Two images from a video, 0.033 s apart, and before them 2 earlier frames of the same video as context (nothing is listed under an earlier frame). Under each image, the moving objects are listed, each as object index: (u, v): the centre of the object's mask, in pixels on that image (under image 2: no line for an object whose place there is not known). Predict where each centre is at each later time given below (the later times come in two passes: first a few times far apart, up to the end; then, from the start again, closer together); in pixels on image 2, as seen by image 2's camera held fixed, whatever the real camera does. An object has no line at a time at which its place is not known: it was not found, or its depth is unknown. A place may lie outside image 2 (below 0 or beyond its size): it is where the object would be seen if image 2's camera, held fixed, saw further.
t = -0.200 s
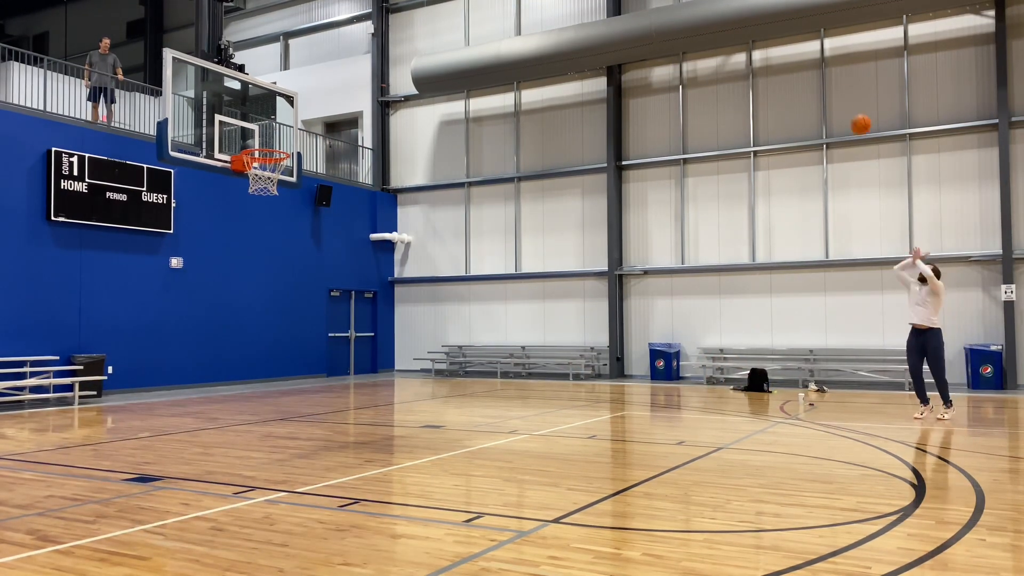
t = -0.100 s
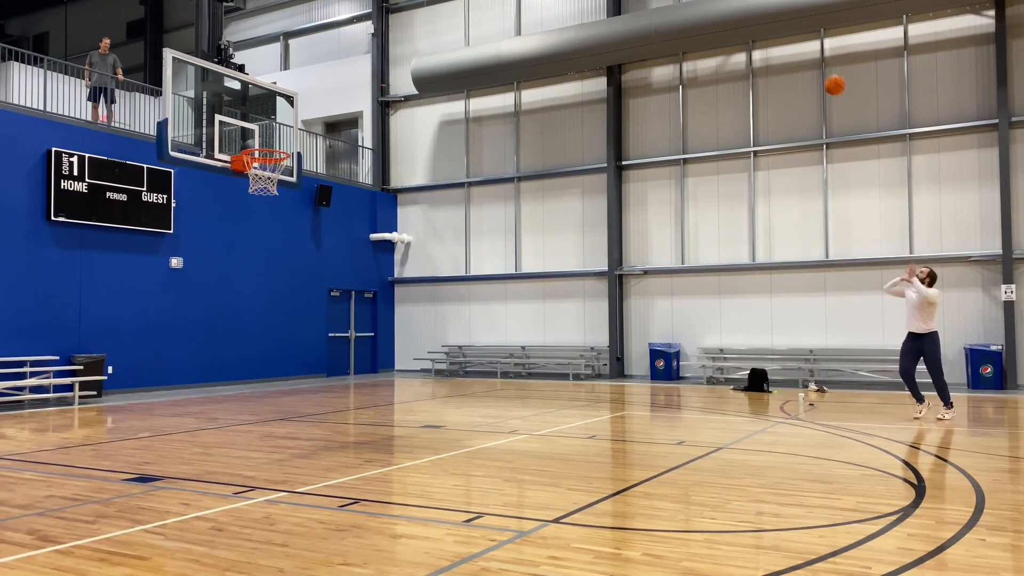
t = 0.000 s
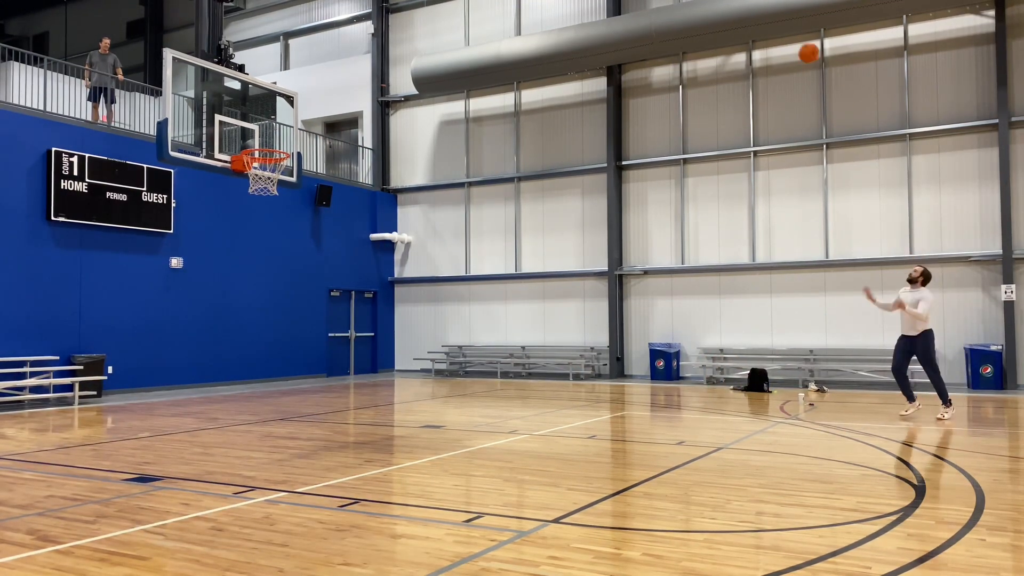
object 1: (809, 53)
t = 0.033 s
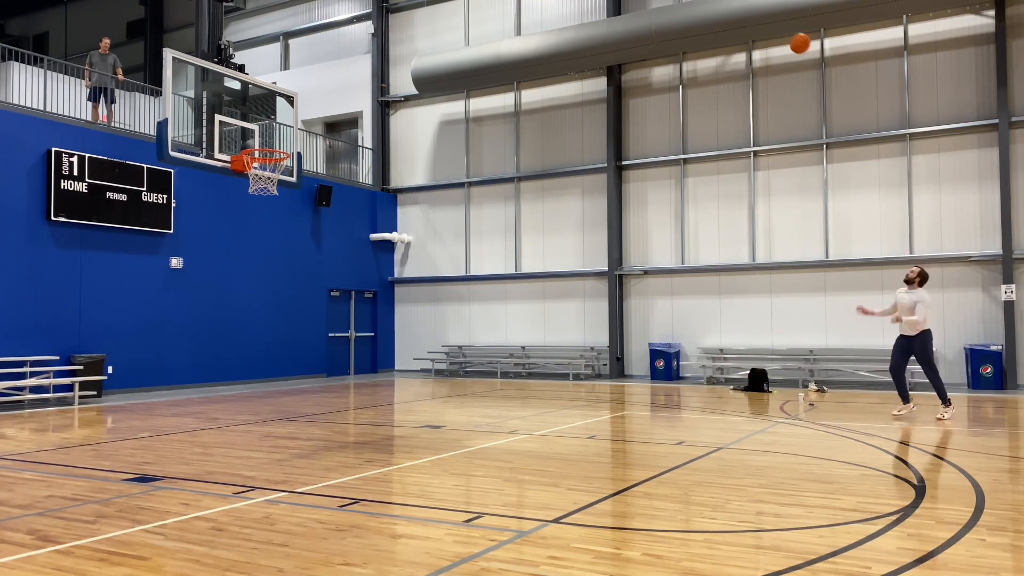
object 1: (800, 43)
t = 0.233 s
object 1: (748, 8)
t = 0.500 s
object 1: (677, 6)
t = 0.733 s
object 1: (614, 49)
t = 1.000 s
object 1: (539, 160)
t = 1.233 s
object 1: (473, 308)
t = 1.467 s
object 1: (424, 370)
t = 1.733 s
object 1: (403, 237)
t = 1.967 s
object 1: (384, 172)
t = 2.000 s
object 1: (381, 166)
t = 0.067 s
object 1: (791, 35)
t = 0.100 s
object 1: (783, 27)
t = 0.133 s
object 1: (774, 21)
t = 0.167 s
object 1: (766, 15)
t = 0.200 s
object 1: (757, 10)
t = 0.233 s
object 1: (748, 8)
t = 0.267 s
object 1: (739, 6)
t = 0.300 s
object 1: (730, 5)
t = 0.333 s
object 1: (721, 4)
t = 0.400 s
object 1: (704, 4)
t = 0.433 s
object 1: (695, 4)
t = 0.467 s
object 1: (686, 5)
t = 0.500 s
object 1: (677, 6)
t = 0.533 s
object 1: (668, 9)
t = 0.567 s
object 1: (659, 12)
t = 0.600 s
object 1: (650, 18)
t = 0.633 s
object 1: (642, 24)
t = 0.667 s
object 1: (632, 32)
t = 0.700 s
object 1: (623, 40)
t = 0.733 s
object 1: (614, 49)
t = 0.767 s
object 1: (605, 60)
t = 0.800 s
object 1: (595, 71)
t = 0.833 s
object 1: (586, 83)
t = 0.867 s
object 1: (577, 96)
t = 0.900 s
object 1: (568, 111)
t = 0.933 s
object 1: (558, 126)
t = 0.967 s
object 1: (548, 143)
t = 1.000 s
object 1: (539, 160)
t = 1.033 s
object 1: (530, 178)
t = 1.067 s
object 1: (520, 197)
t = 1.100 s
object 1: (511, 217)
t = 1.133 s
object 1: (501, 238)
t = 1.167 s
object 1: (492, 260)
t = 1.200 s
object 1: (482, 284)
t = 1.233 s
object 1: (473, 308)
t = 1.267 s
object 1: (463, 334)
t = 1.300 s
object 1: (454, 361)
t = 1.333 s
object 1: (444, 389)
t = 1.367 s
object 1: (433, 419)
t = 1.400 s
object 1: (428, 415)
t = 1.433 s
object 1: (426, 391)
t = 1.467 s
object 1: (424, 370)
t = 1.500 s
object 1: (421, 350)
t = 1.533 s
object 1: (419, 331)
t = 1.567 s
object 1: (416, 313)
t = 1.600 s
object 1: (414, 296)
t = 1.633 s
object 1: (412, 280)
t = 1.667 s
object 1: (408, 264)
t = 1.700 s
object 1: (406, 250)
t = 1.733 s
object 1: (403, 237)
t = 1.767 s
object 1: (400, 224)
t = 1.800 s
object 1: (398, 213)
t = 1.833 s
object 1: (395, 203)
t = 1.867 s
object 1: (392, 194)
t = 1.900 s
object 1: (389, 185)
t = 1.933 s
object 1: (386, 178)
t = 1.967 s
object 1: (384, 172)
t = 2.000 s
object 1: (381, 166)
